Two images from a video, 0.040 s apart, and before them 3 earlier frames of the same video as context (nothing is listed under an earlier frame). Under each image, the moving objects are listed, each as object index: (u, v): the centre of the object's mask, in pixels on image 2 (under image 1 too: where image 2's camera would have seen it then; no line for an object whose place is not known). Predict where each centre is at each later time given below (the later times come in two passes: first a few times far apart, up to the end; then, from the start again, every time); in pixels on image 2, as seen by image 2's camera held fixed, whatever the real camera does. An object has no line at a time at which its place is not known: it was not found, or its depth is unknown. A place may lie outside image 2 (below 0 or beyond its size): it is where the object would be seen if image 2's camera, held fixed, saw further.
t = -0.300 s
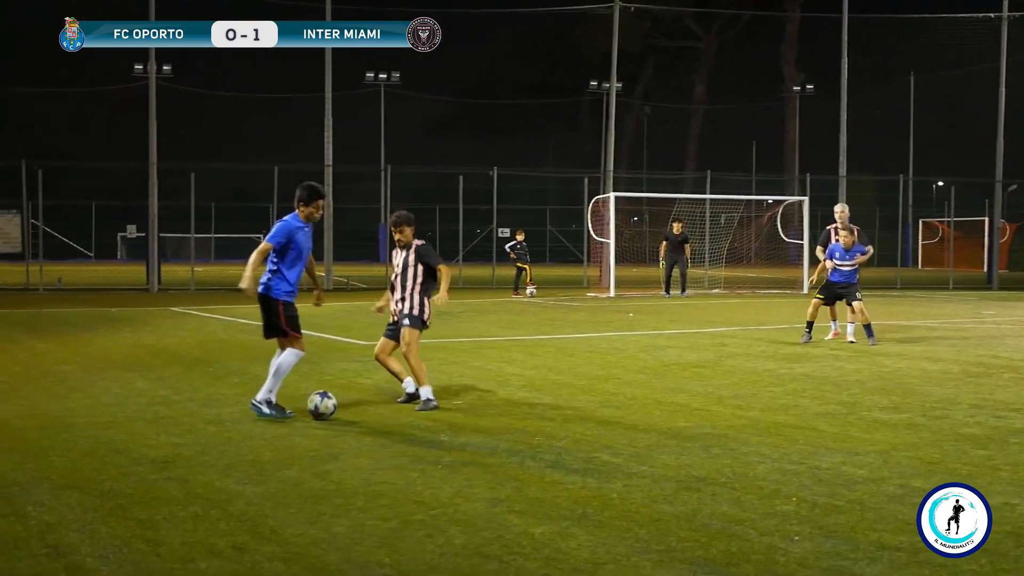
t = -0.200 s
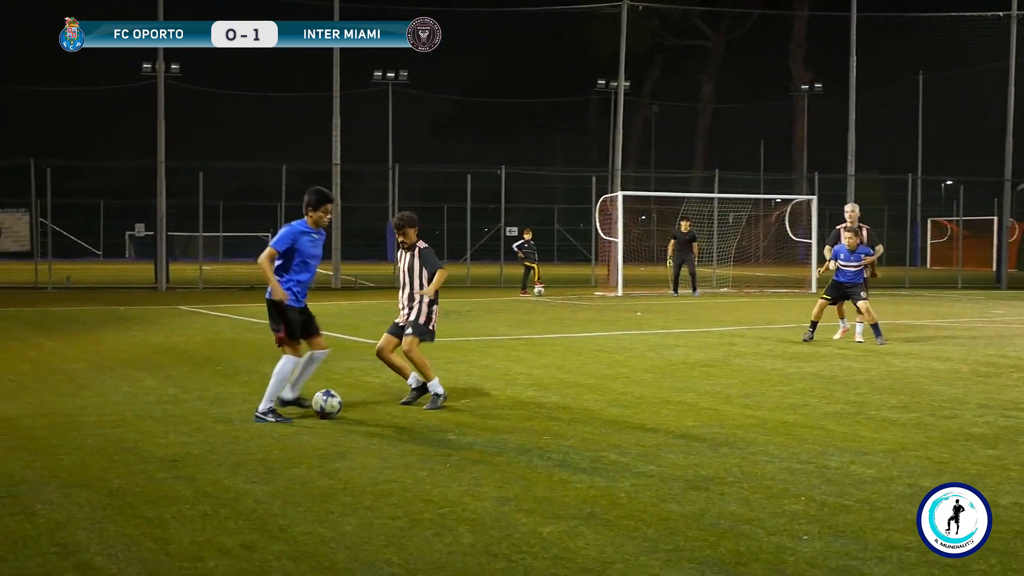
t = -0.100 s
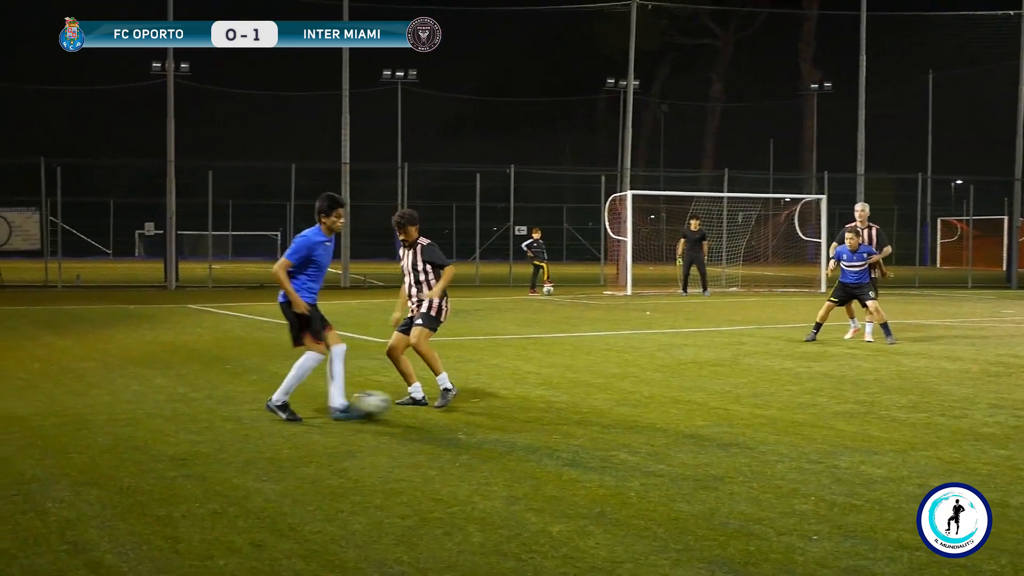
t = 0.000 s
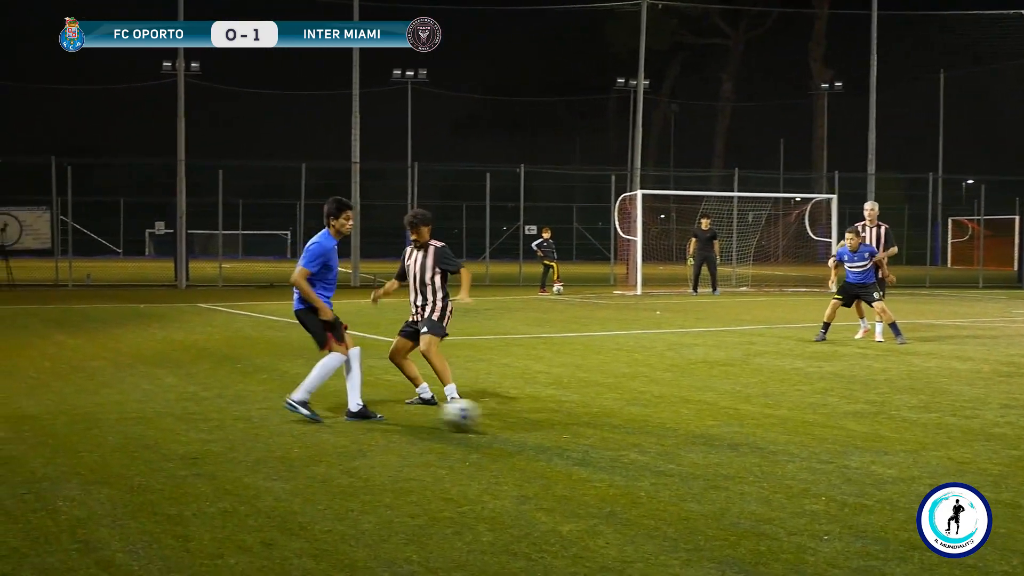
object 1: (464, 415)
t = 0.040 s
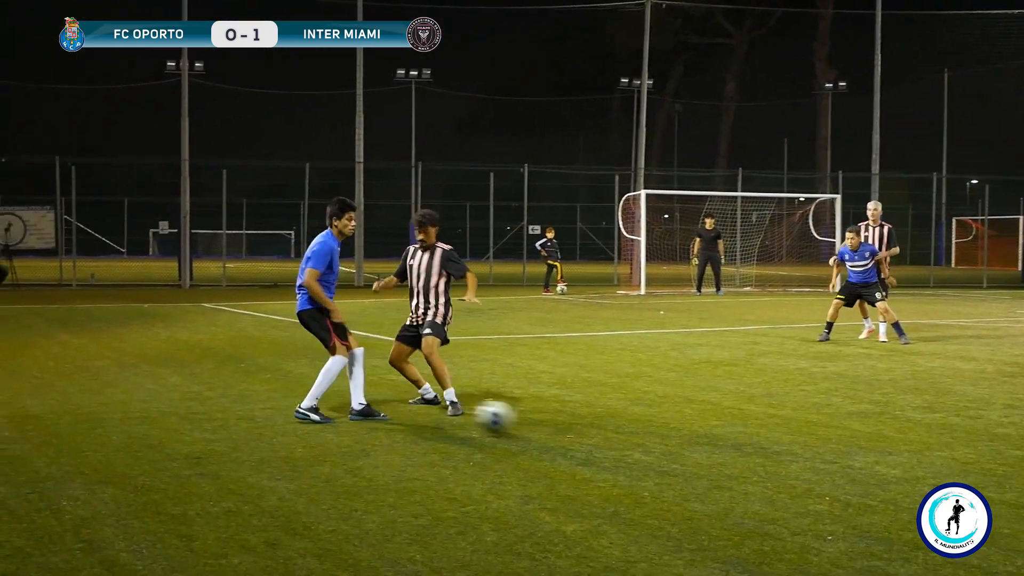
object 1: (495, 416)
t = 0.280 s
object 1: (694, 449)
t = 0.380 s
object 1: (780, 462)
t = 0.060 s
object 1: (510, 420)
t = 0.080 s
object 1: (527, 423)
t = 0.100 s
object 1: (545, 427)
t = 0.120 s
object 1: (560, 429)
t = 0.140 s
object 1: (576, 428)
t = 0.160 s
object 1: (593, 429)
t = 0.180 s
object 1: (608, 430)
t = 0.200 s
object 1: (625, 433)
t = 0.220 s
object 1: (641, 436)
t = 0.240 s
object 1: (660, 441)
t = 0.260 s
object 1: (676, 445)
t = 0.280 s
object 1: (694, 449)
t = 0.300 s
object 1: (711, 451)
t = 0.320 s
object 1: (728, 453)
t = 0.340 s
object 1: (745, 455)
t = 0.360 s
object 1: (762, 458)
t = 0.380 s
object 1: (780, 462)
